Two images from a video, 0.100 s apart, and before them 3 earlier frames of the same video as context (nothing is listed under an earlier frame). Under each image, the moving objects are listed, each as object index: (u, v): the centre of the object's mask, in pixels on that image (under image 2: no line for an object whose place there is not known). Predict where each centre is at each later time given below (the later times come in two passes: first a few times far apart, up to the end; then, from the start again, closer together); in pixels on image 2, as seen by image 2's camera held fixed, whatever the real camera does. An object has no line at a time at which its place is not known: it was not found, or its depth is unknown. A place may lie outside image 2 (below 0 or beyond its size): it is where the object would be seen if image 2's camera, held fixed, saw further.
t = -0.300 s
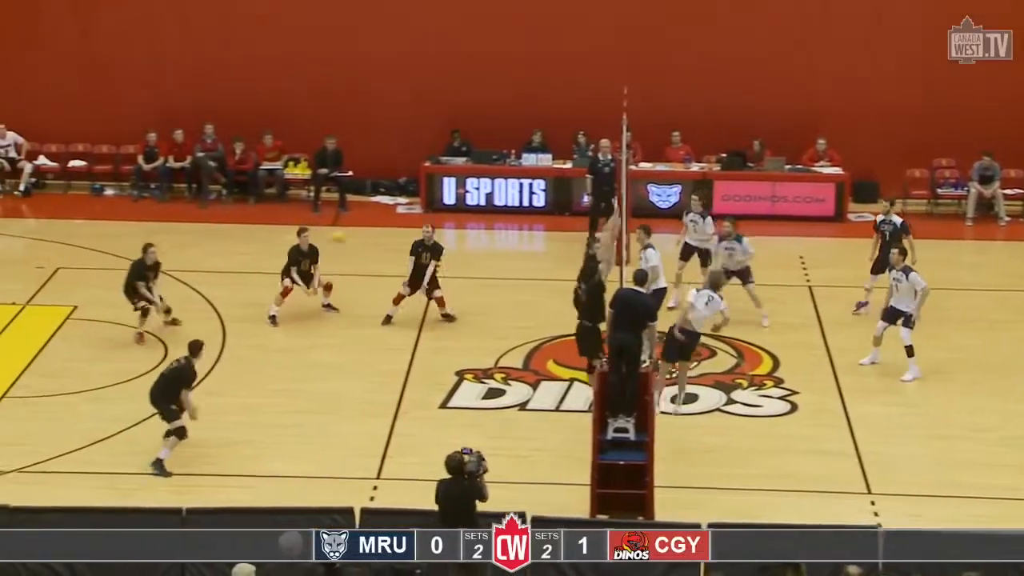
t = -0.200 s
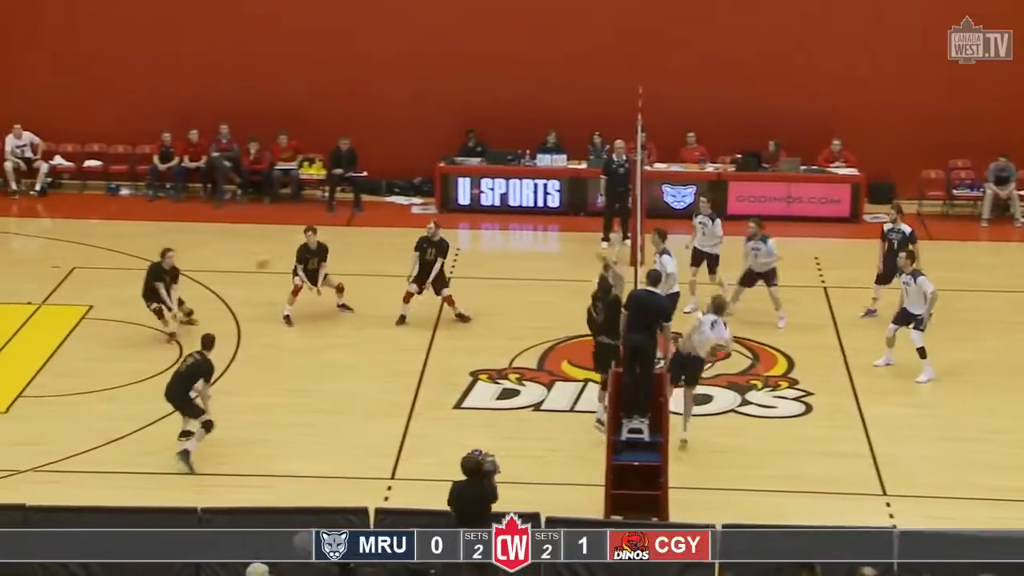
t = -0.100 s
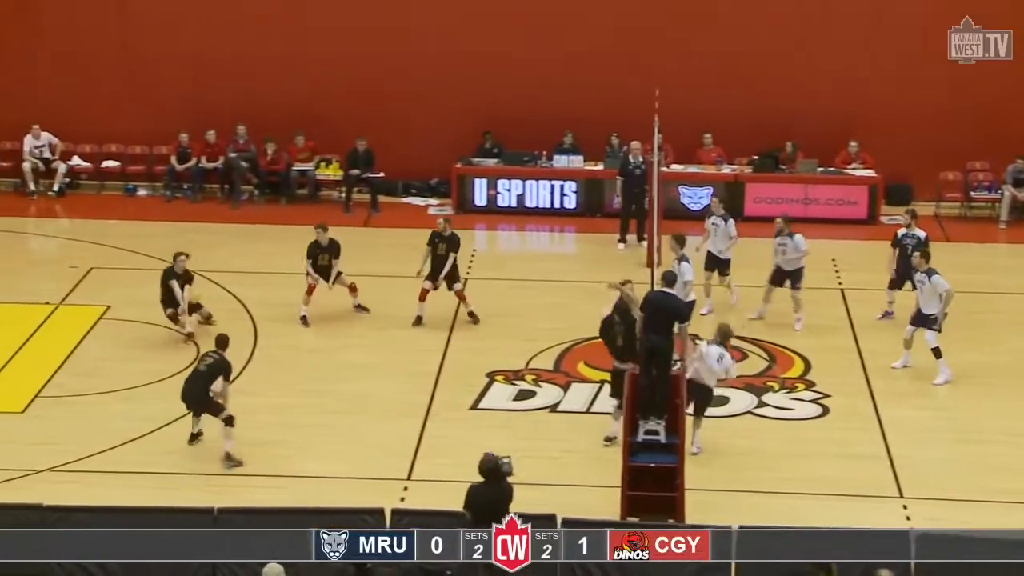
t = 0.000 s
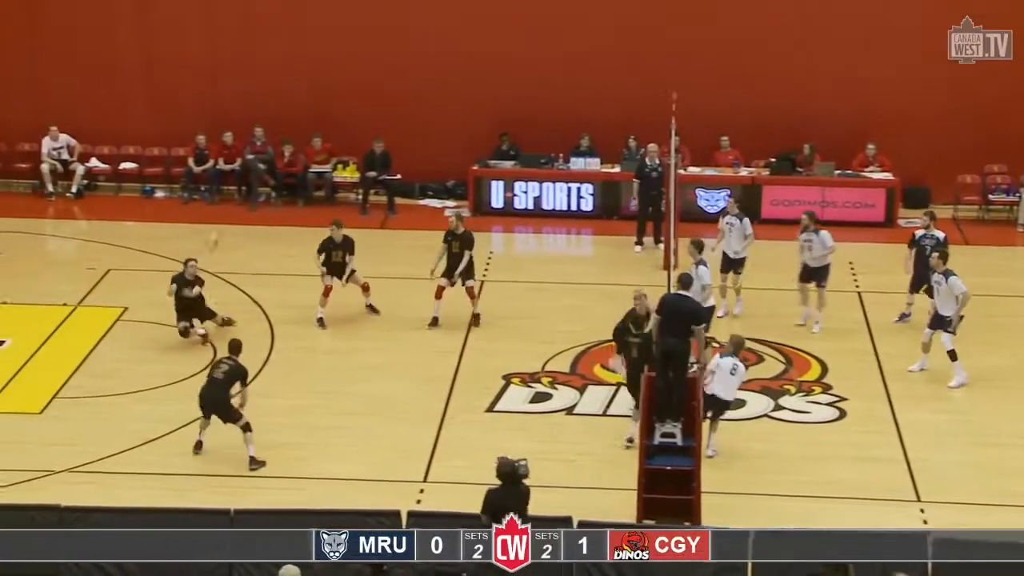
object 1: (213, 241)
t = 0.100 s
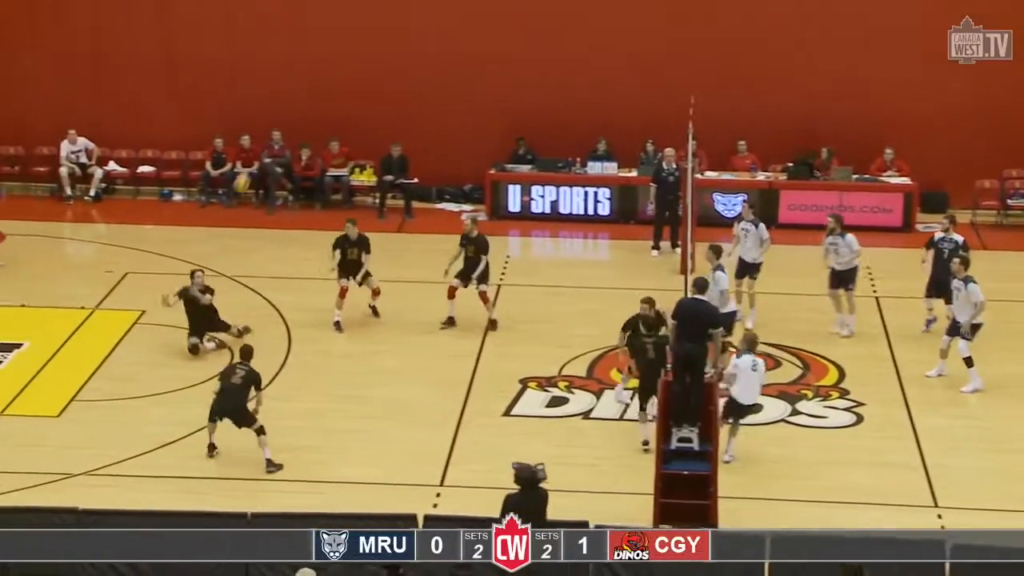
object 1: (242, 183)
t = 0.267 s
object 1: (261, 93)
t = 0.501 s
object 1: (287, 6)
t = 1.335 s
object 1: (368, 10)
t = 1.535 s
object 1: (386, 77)
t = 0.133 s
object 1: (245, 163)
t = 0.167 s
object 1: (250, 143)
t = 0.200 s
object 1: (254, 126)
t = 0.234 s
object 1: (258, 109)
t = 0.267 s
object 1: (261, 93)
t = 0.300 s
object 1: (265, 79)
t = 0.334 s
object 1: (269, 64)
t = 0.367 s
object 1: (273, 51)
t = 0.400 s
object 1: (276, 39)
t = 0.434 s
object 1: (279, 27)
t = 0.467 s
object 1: (282, 16)
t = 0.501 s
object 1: (287, 6)
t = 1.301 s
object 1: (366, 2)
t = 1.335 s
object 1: (368, 10)
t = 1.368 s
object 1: (372, 20)
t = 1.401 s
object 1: (375, 30)
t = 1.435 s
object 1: (377, 40)
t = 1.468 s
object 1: (381, 52)
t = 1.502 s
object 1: (383, 64)
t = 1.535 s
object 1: (386, 77)
